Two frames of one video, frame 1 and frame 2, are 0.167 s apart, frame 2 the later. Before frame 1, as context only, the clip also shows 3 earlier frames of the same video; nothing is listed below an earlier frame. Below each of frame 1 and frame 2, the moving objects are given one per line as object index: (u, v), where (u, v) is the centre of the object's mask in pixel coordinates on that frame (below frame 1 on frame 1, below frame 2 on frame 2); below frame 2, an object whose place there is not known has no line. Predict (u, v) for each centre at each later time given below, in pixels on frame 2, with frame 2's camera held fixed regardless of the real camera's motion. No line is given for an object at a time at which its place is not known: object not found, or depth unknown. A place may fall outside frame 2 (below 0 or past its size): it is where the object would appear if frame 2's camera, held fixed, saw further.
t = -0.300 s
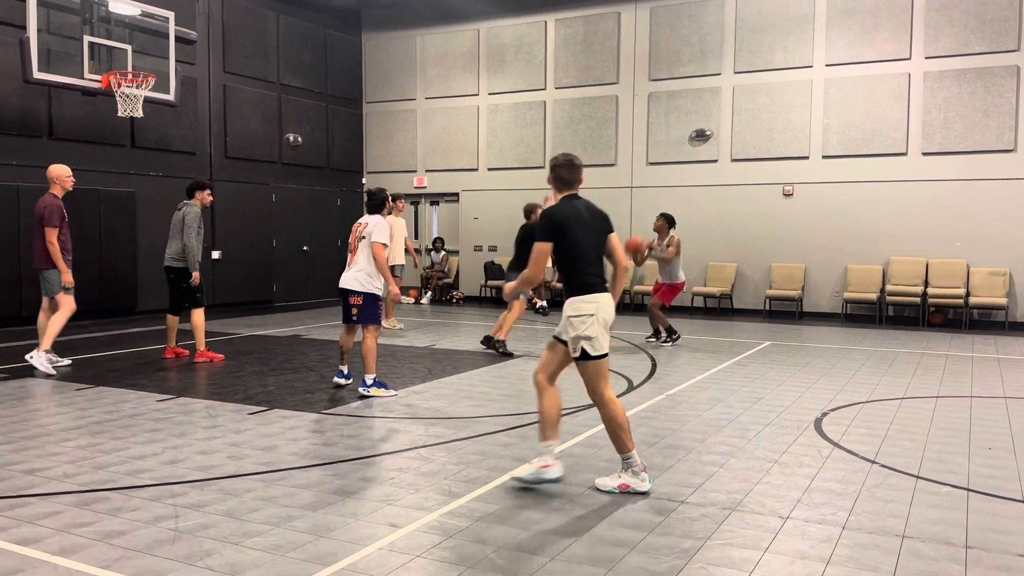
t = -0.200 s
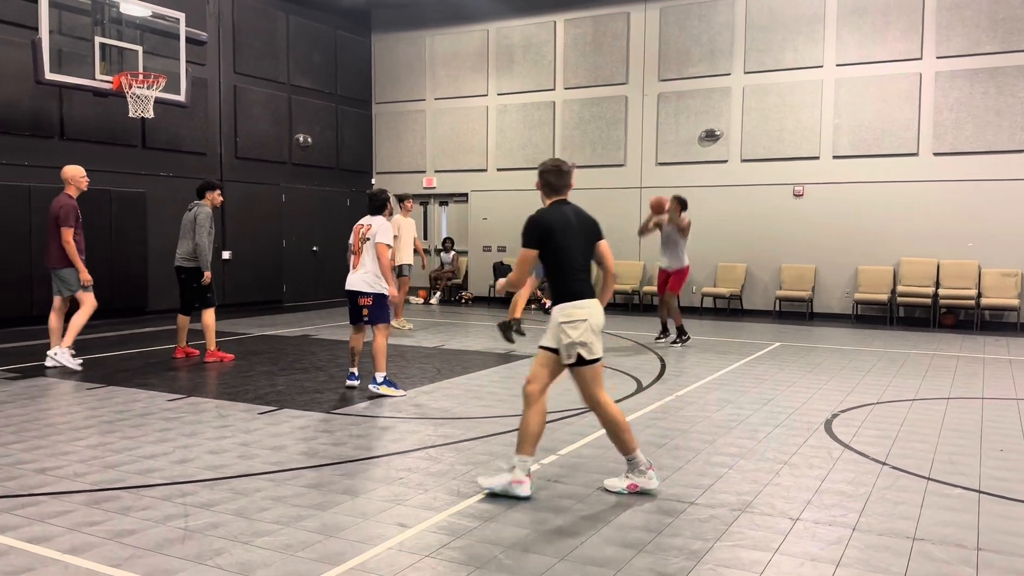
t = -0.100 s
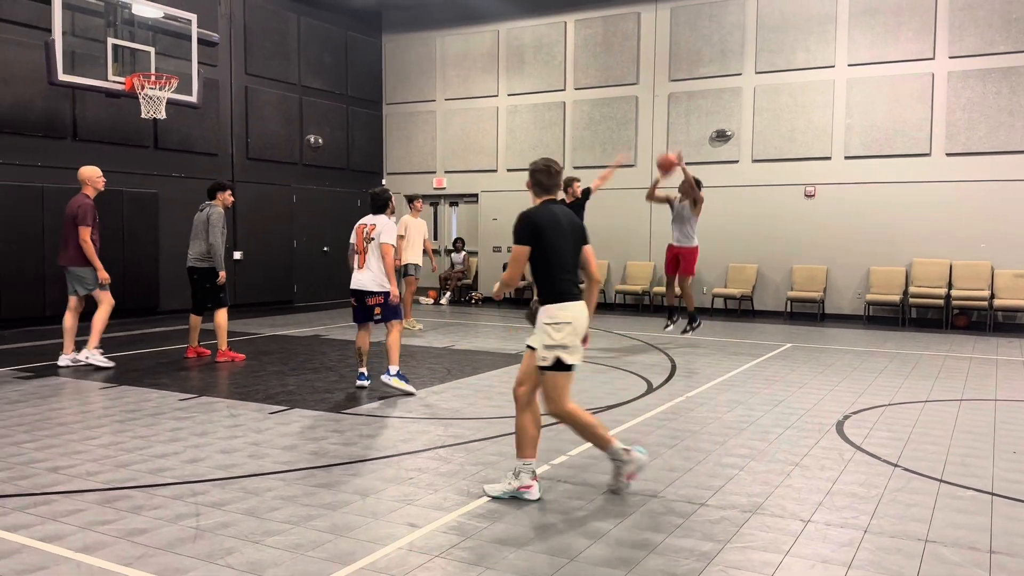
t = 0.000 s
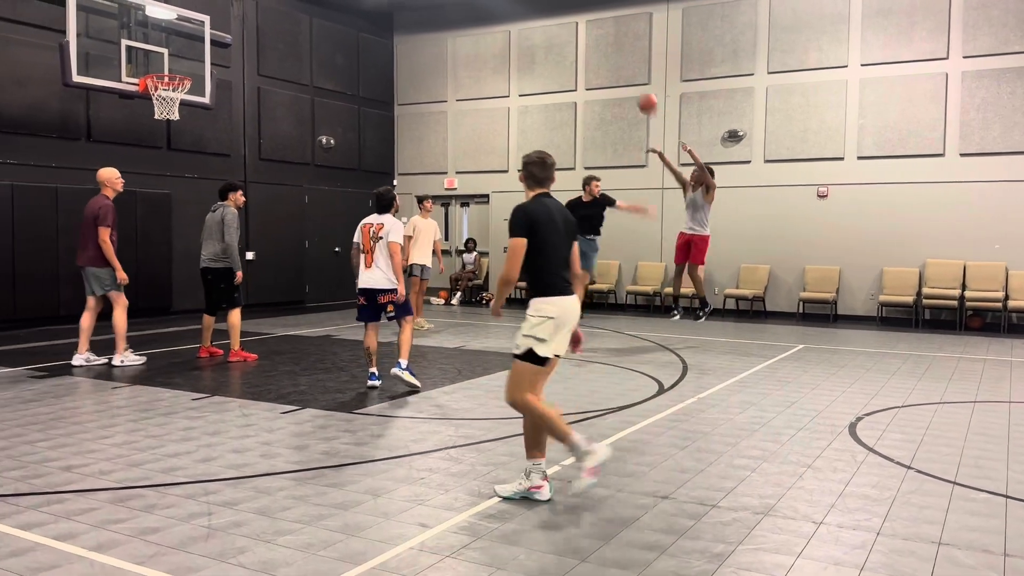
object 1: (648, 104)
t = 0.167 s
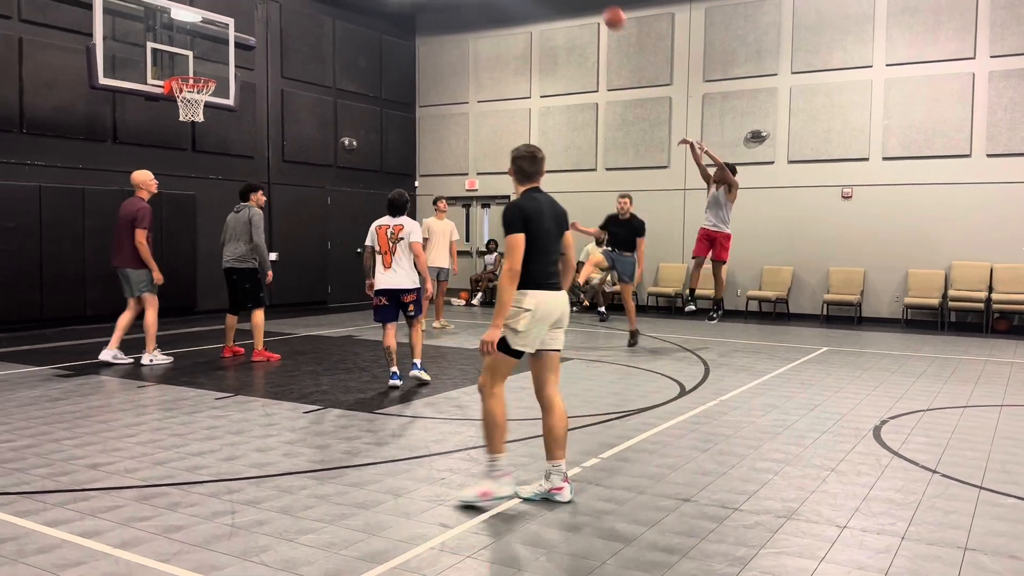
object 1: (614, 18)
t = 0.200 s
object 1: (604, 7)
